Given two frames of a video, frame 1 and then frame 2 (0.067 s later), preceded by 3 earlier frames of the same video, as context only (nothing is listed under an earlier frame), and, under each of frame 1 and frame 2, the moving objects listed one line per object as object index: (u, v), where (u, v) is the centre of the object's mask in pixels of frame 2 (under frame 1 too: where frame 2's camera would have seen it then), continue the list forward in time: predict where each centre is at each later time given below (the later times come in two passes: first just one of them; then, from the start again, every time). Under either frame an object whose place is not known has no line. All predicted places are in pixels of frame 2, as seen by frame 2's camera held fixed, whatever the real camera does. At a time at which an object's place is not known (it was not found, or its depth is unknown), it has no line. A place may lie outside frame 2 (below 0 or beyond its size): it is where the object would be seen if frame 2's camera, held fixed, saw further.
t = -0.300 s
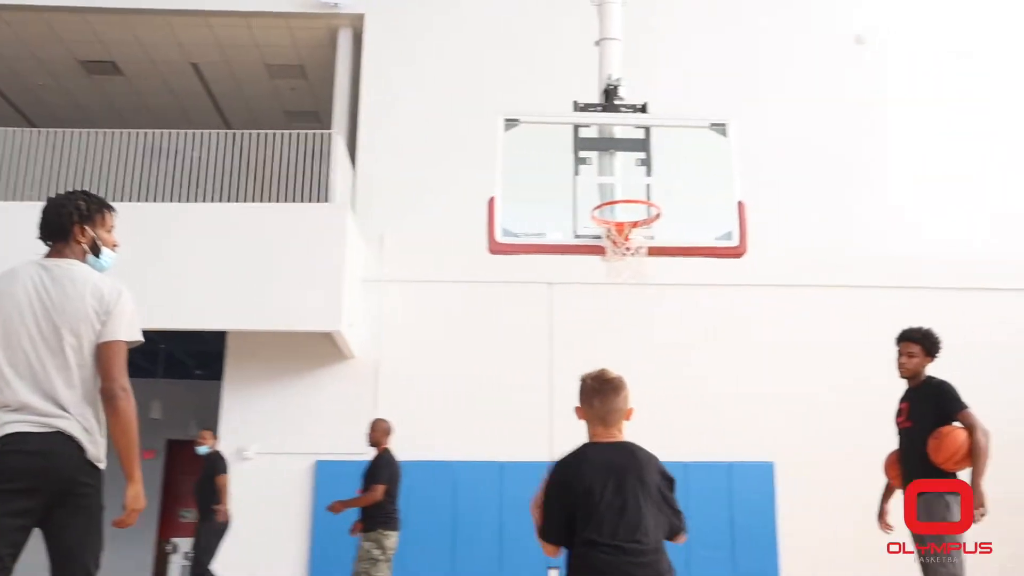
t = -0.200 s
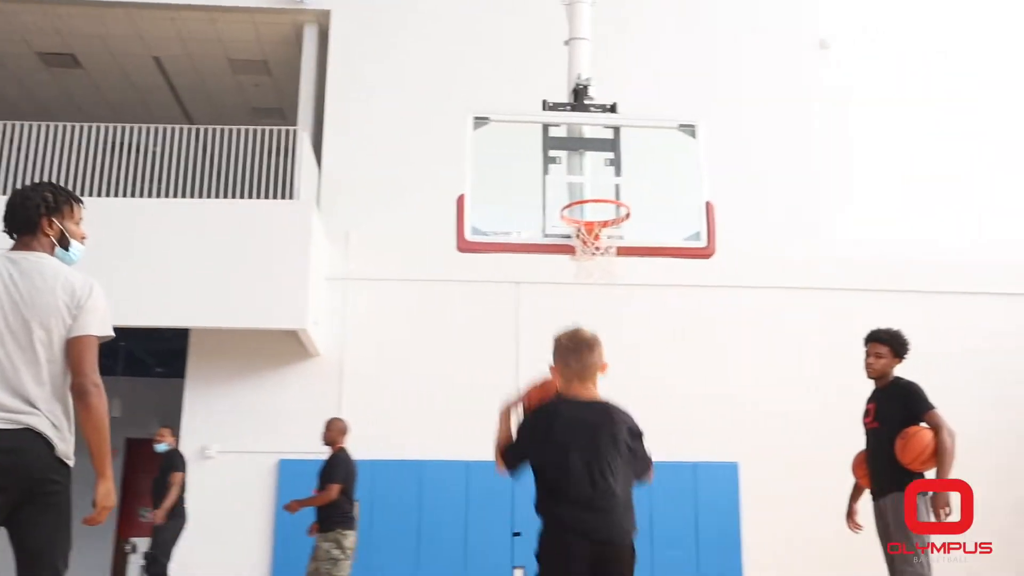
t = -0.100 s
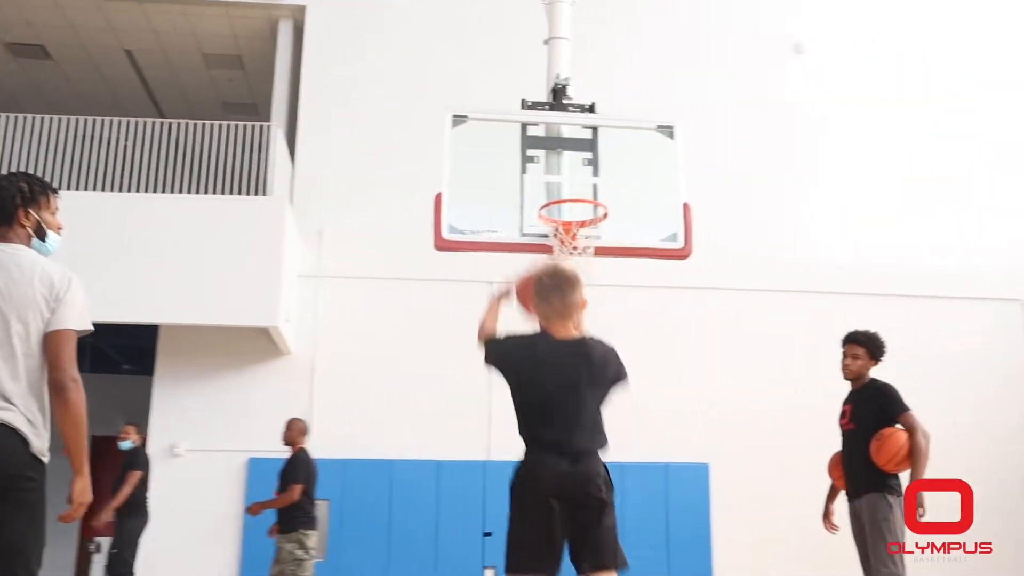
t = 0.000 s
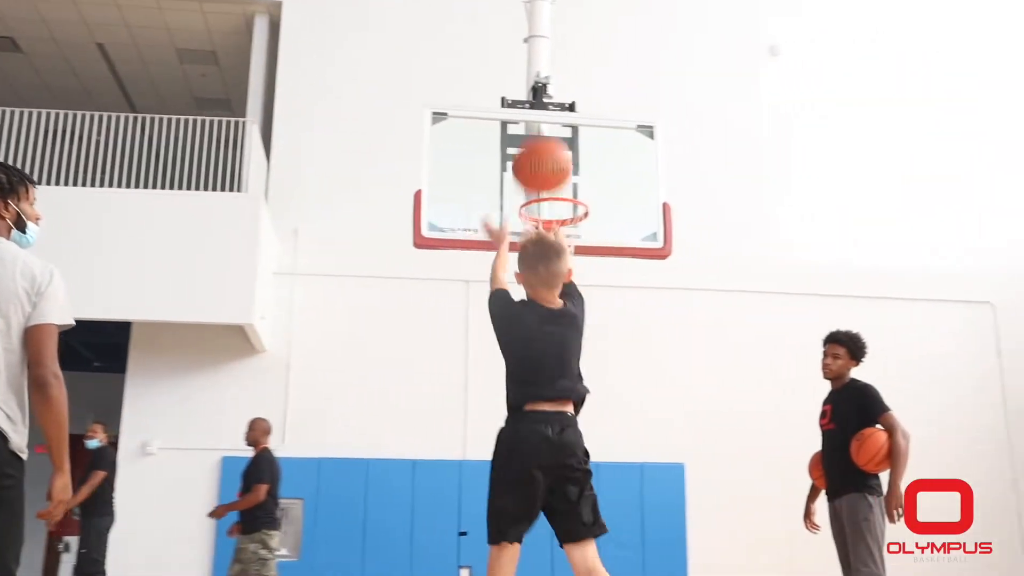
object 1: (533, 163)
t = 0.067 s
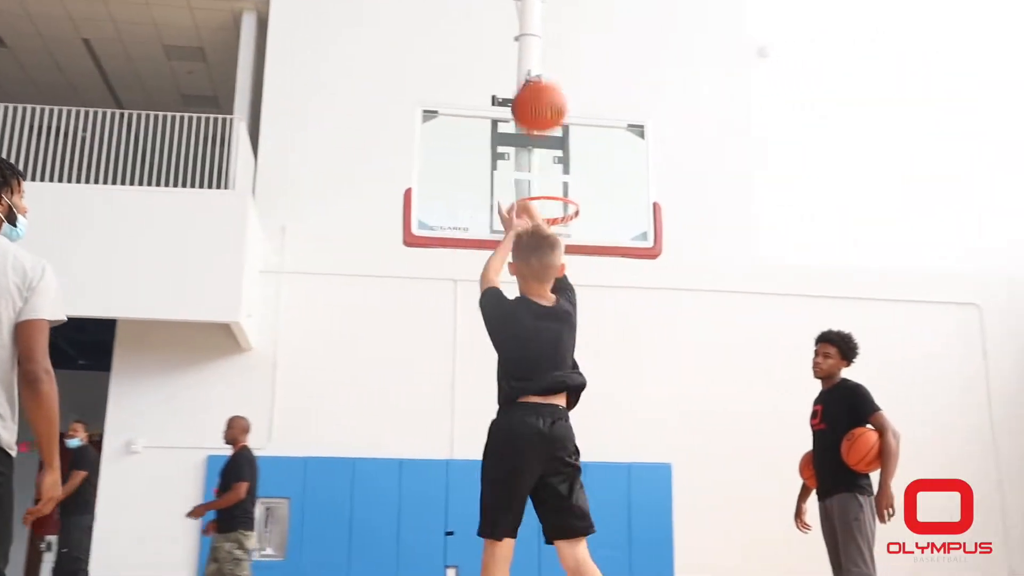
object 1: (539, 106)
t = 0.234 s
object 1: (551, 25)
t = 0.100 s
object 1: (542, 84)
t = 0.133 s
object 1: (544, 64)
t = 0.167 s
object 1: (547, 48)
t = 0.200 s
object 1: (549, 34)
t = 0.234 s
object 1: (551, 25)
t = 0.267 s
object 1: (552, 21)
